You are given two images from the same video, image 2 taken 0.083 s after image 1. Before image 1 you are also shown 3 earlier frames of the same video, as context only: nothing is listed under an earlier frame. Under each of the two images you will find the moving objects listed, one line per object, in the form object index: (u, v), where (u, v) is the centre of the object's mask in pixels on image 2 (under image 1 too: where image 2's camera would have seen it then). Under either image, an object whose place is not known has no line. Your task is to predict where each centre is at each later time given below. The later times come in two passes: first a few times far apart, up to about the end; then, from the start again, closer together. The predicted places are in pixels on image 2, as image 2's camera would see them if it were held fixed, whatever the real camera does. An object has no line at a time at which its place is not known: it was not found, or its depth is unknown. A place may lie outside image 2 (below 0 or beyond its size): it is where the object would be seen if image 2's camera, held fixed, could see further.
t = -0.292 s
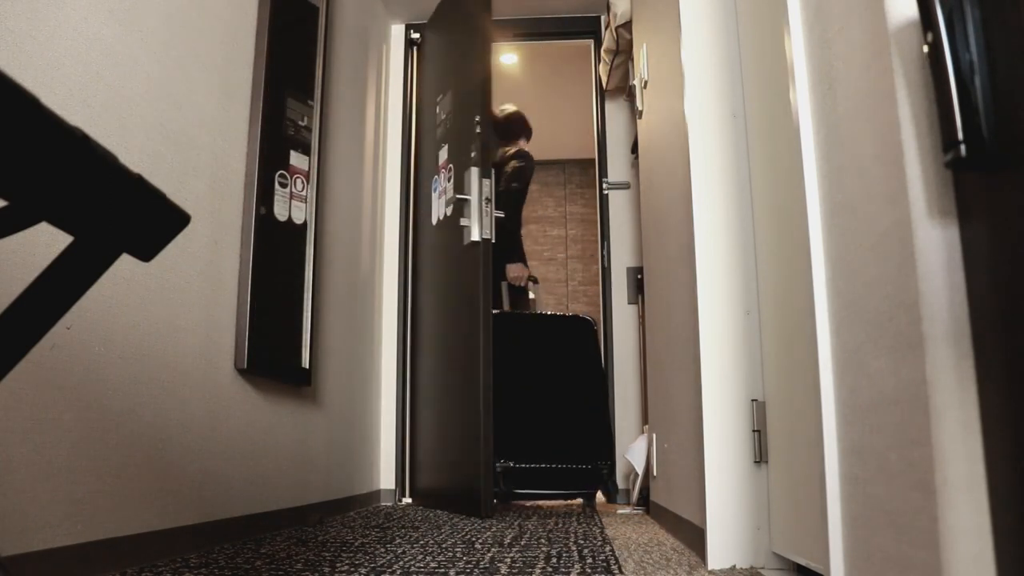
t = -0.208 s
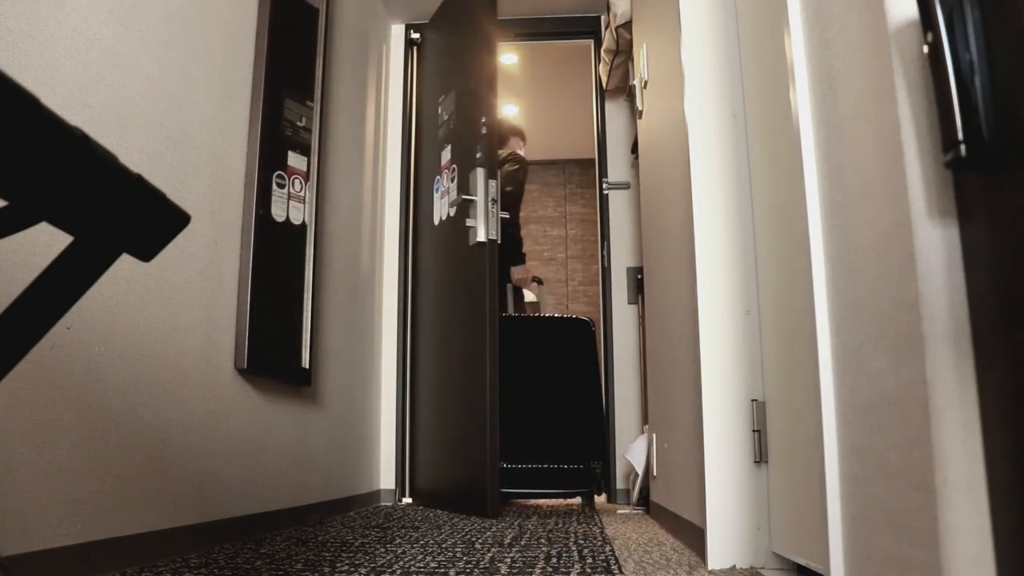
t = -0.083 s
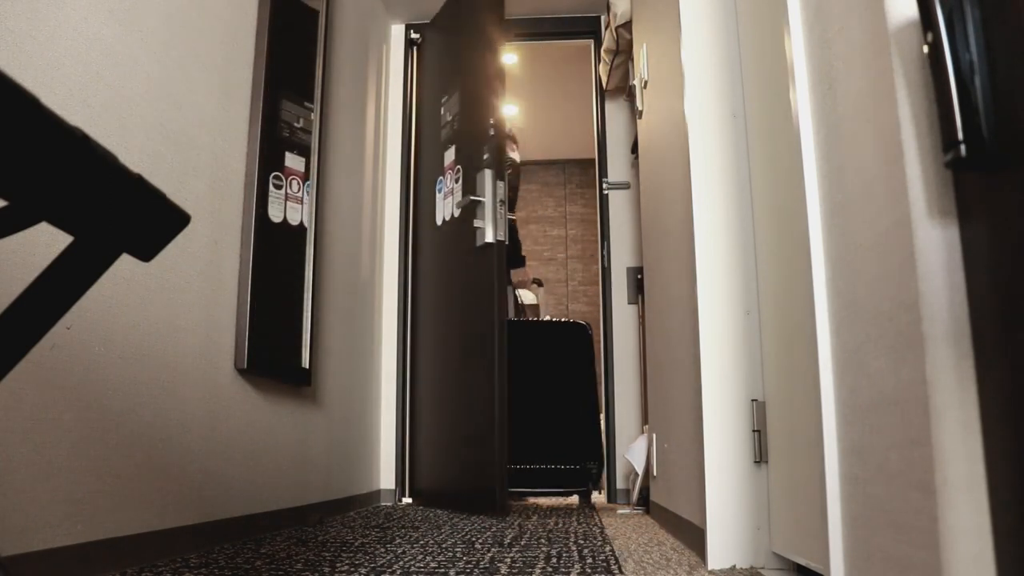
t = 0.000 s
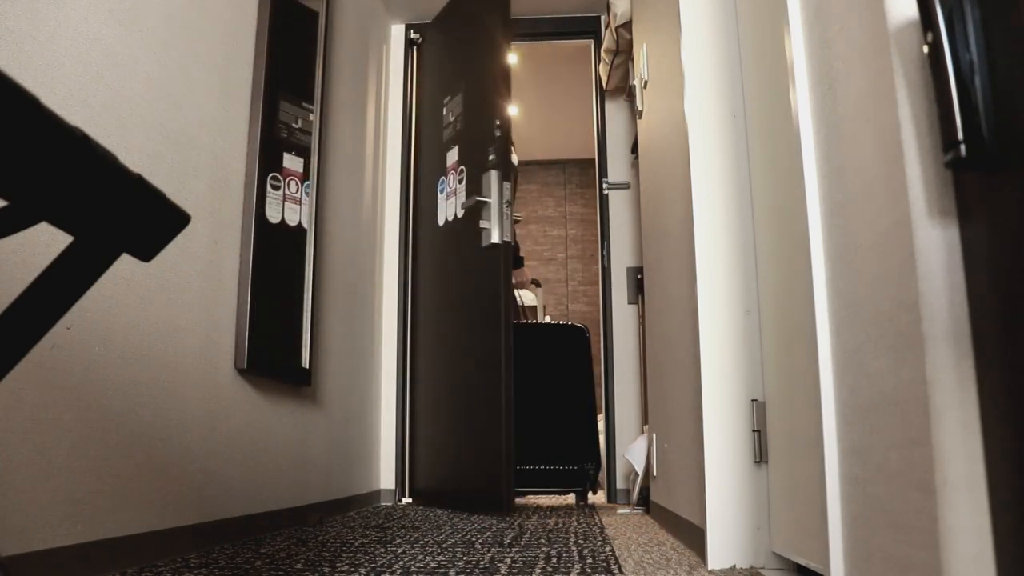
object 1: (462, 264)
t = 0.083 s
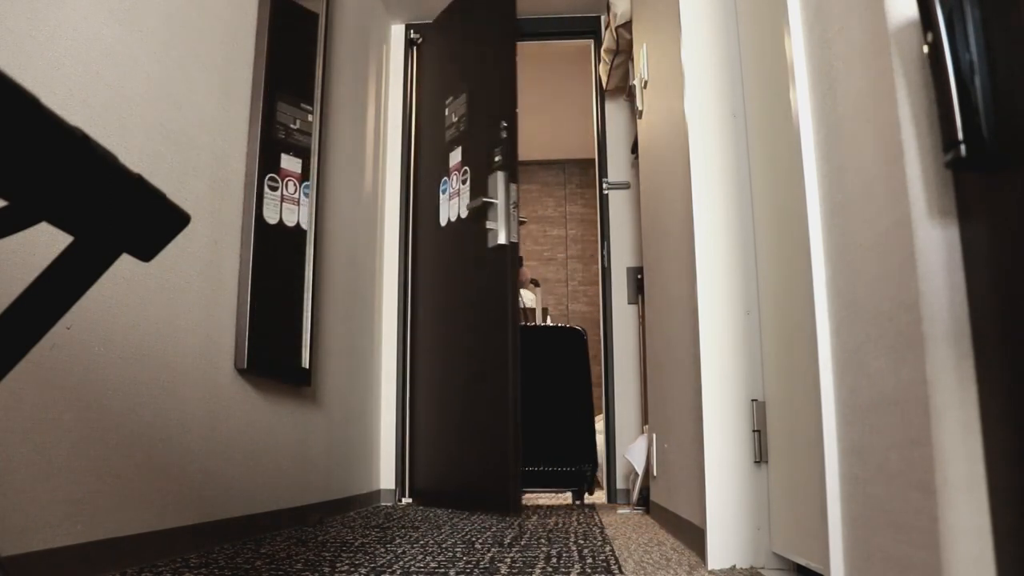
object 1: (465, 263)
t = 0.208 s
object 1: (470, 263)
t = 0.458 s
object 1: (479, 263)
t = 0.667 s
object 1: (487, 264)
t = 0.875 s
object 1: (492, 263)
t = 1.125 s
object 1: (498, 264)
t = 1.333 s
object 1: (501, 265)
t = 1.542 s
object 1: (505, 268)
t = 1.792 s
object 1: (505, 269)
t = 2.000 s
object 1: (506, 269)
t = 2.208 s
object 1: (506, 268)
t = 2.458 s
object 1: (505, 268)
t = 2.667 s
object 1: (505, 268)
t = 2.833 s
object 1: (505, 268)
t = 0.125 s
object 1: (466, 263)
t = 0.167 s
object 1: (468, 263)
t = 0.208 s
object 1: (470, 263)
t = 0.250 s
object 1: (471, 264)
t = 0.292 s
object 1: (473, 263)
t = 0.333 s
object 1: (474, 263)
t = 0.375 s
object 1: (476, 263)
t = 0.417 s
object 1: (478, 263)
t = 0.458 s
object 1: (479, 263)
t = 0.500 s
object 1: (481, 263)
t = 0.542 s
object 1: (482, 263)
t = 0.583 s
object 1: (484, 264)
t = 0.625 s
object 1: (485, 268)
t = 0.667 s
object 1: (487, 264)
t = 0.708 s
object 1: (488, 263)
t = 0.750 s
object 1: (489, 263)
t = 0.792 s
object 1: (490, 263)
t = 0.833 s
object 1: (491, 263)
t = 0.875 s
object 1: (492, 263)
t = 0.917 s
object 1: (493, 263)
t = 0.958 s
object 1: (494, 263)
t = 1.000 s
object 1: (495, 264)
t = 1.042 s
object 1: (496, 264)
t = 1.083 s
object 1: (497, 264)
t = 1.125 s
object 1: (498, 264)
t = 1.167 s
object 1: (499, 265)
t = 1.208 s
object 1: (499, 265)
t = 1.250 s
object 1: (500, 265)
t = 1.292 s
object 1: (501, 265)
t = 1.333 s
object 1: (501, 265)
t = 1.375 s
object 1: (502, 266)
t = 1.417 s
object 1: (502, 266)
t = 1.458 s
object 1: (503, 267)
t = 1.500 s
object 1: (503, 268)
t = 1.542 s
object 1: (505, 268)
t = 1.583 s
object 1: (505, 268)
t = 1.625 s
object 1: (505, 269)
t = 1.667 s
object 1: (505, 269)
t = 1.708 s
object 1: (505, 269)
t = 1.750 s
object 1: (505, 269)
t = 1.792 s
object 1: (505, 269)
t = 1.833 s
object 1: (505, 269)
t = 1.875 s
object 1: (505, 269)
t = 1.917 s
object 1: (505, 269)
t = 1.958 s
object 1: (505, 269)
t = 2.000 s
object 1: (506, 269)
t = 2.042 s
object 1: (506, 269)
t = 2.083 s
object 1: (506, 269)
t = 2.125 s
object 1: (506, 269)
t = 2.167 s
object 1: (506, 268)
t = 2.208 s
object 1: (506, 268)
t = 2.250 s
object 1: (505, 268)
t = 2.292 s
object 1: (505, 268)
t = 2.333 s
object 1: (505, 268)
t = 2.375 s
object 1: (505, 268)
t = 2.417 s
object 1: (505, 268)
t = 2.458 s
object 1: (505, 268)
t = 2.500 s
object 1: (505, 268)
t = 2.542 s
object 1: (505, 268)
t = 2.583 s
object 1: (505, 268)
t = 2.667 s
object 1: (505, 268)
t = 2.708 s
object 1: (505, 268)
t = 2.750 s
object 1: (505, 267)
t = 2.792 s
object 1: (504, 274)
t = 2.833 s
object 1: (505, 268)
